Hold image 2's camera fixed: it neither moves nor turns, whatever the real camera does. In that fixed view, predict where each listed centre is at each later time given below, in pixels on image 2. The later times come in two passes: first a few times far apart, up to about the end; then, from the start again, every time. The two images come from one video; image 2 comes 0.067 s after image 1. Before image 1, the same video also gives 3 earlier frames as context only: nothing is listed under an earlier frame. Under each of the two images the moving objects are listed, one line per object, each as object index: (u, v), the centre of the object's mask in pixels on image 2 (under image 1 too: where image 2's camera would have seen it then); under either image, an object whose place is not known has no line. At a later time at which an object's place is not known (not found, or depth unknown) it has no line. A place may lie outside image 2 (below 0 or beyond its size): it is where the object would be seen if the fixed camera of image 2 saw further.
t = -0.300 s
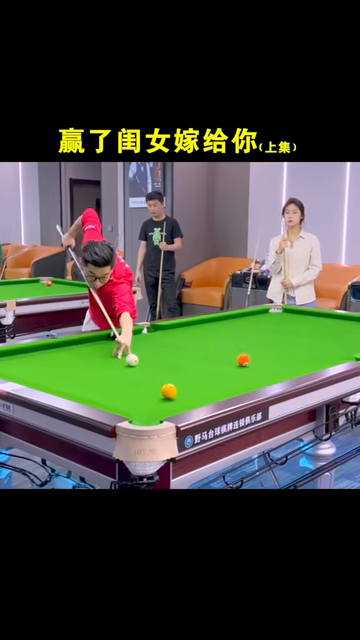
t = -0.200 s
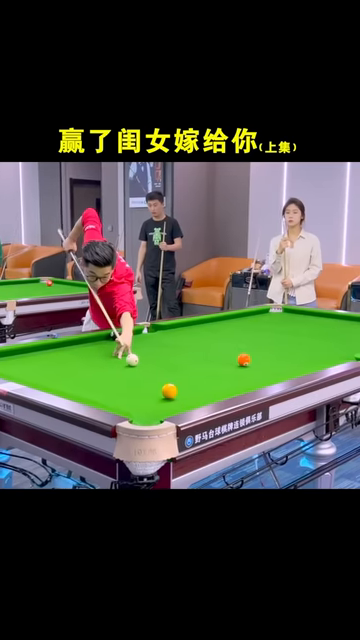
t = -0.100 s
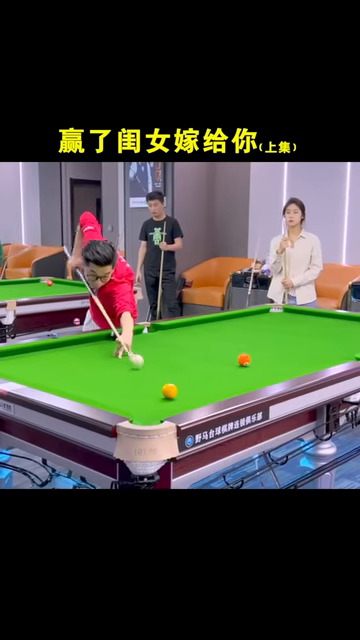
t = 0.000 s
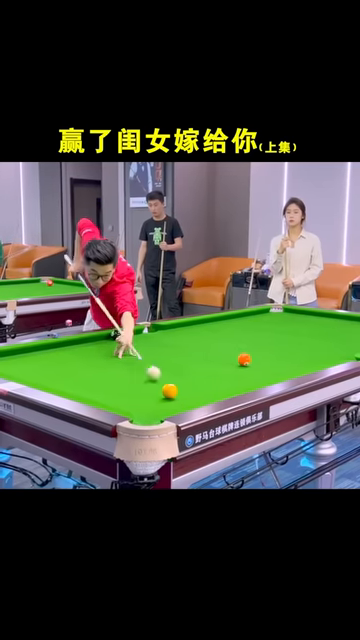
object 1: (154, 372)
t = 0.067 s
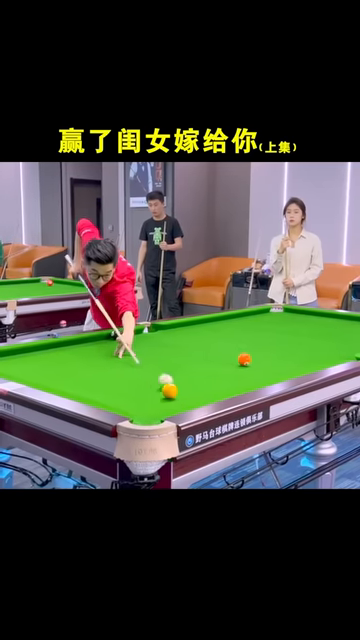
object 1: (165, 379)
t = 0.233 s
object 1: (205, 388)
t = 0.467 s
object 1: (240, 383)
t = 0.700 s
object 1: (248, 376)
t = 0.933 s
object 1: (255, 368)
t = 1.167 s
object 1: (262, 361)
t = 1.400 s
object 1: (267, 355)
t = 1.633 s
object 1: (273, 350)
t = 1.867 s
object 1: (277, 345)
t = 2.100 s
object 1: (281, 340)
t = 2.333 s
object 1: (285, 337)
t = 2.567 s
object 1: (289, 333)
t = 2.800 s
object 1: (292, 330)
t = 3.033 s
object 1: (295, 327)
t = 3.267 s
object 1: (297, 325)
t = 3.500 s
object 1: (300, 323)
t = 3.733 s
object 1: (302, 321)
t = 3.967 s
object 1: (304, 319)
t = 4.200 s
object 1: (306, 318)
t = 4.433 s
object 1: (308, 316)
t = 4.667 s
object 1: (309, 315)
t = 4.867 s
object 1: (310, 314)
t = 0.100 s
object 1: (172, 381)
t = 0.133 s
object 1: (181, 387)
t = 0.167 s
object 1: (189, 388)
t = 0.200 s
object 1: (198, 388)
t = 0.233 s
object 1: (205, 388)
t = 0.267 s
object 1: (212, 388)
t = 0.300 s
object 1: (219, 387)
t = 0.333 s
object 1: (225, 387)
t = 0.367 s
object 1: (231, 386)
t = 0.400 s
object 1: (237, 385)
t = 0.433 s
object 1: (239, 384)
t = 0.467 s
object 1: (240, 383)
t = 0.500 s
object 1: (241, 382)
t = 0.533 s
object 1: (242, 381)
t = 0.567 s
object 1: (243, 380)
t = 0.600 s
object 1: (244, 379)
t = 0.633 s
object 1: (245, 378)
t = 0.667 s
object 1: (247, 377)
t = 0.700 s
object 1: (248, 376)
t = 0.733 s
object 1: (249, 375)
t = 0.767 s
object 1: (250, 374)
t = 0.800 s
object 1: (251, 373)
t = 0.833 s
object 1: (252, 372)
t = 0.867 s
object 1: (253, 371)
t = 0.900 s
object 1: (254, 369)
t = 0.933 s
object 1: (255, 368)
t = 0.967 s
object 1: (256, 367)
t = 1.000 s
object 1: (257, 366)
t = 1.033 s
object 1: (258, 365)
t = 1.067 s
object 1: (259, 364)
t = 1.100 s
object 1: (260, 363)
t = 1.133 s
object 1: (261, 362)
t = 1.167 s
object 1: (262, 361)
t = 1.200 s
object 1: (262, 360)
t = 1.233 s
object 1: (263, 359)
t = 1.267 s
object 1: (264, 358)
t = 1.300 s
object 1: (265, 358)
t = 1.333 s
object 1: (266, 357)
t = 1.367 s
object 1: (267, 356)
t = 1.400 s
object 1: (267, 355)
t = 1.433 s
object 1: (268, 354)
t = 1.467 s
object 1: (269, 354)
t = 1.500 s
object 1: (270, 353)
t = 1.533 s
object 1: (271, 352)
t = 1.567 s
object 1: (271, 351)
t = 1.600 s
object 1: (272, 350)
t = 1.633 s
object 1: (273, 350)
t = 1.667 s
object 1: (273, 349)
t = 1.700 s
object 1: (274, 348)
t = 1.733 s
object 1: (275, 348)
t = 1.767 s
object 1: (275, 347)
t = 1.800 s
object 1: (276, 346)
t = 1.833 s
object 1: (277, 345)
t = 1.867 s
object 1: (277, 345)
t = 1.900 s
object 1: (278, 344)
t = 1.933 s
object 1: (279, 343)
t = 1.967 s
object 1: (279, 343)
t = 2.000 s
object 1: (280, 342)
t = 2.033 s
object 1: (280, 341)
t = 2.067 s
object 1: (281, 341)
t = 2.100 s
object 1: (281, 340)
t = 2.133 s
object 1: (282, 340)
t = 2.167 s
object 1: (282, 339)
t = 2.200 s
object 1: (283, 339)
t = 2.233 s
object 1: (283, 338)
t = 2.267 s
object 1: (284, 337)
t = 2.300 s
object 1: (284, 337)
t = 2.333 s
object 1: (285, 337)
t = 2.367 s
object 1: (286, 336)
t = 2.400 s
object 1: (286, 336)
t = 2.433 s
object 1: (287, 335)
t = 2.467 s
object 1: (287, 335)
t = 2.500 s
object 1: (288, 334)
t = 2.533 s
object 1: (288, 334)
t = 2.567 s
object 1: (289, 333)
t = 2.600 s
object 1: (289, 333)
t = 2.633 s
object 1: (290, 332)
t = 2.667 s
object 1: (290, 332)
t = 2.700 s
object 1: (290, 331)
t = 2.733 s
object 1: (291, 331)
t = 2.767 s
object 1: (291, 330)
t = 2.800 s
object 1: (292, 330)
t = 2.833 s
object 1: (292, 329)
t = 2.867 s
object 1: (293, 329)
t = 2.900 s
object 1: (293, 329)
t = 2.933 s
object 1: (294, 328)
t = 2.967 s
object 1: (294, 328)
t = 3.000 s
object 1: (294, 327)
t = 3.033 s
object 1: (295, 327)
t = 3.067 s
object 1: (295, 327)
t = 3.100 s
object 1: (296, 326)
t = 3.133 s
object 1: (296, 326)
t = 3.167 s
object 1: (296, 326)
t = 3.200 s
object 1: (297, 326)
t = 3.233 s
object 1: (297, 325)
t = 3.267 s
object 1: (297, 325)
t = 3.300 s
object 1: (298, 325)
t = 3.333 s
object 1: (298, 324)
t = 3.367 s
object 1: (299, 324)
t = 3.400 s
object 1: (299, 324)
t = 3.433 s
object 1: (299, 323)
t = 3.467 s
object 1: (300, 323)
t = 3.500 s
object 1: (300, 323)
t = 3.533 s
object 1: (301, 322)
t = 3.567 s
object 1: (301, 322)
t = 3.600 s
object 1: (301, 322)
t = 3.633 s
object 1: (301, 322)
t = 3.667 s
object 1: (302, 321)
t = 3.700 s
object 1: (302, 321)
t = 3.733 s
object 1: (302, 321)
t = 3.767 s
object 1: (303, 320)
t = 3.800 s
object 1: (303, 320)
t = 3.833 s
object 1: (303, 320)
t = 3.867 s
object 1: (304, 320)
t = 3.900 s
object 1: (304, 319)
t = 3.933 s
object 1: (304, 319)
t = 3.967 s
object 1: (304, 319)
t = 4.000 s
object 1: (305, 319)
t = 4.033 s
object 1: (305, 319)
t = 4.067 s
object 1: (305, 318)
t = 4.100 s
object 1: (305, 318)
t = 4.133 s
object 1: (306, 318)
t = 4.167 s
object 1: (306, 318)
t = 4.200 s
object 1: (306, 318)
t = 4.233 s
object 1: (306, 317)
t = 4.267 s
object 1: (307, 317)
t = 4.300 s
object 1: (307, 317)
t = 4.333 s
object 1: (307, 316)
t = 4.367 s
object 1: (307, 316)
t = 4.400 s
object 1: (308, 316)
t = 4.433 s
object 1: (308, 316)
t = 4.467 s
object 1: (308, 316)
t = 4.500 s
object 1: (308, 316)
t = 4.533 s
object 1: (308, 316)
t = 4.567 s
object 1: (309, 315)
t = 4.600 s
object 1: (309, 315)
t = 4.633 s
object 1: (309, 315)
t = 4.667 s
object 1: (309, 315)
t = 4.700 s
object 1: (309, 315)
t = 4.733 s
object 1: (309, 314)
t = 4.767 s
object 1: (310, 314)
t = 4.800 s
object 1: (310, 314)
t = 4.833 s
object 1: (310, 314)
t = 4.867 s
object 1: (310, 314)
